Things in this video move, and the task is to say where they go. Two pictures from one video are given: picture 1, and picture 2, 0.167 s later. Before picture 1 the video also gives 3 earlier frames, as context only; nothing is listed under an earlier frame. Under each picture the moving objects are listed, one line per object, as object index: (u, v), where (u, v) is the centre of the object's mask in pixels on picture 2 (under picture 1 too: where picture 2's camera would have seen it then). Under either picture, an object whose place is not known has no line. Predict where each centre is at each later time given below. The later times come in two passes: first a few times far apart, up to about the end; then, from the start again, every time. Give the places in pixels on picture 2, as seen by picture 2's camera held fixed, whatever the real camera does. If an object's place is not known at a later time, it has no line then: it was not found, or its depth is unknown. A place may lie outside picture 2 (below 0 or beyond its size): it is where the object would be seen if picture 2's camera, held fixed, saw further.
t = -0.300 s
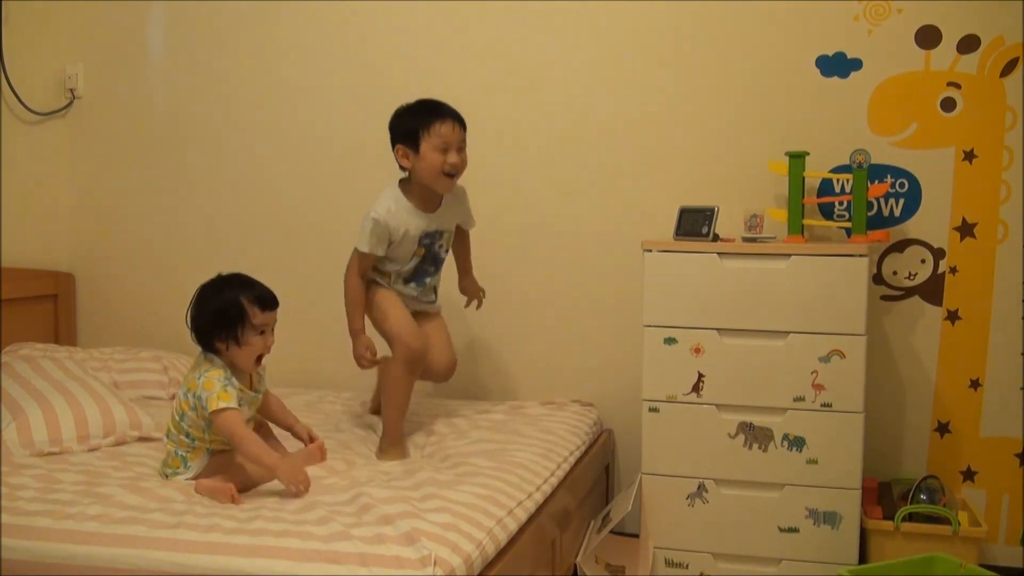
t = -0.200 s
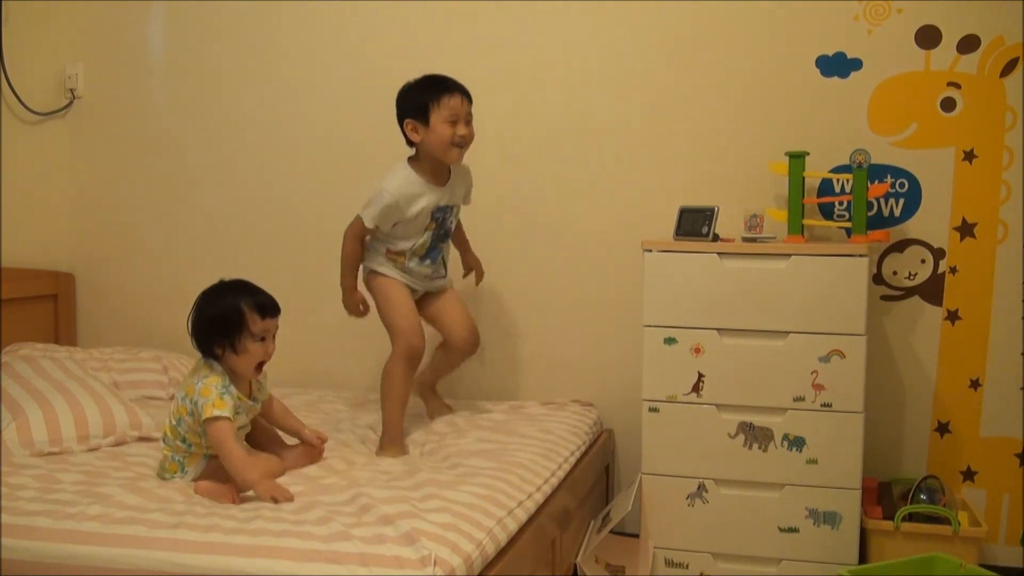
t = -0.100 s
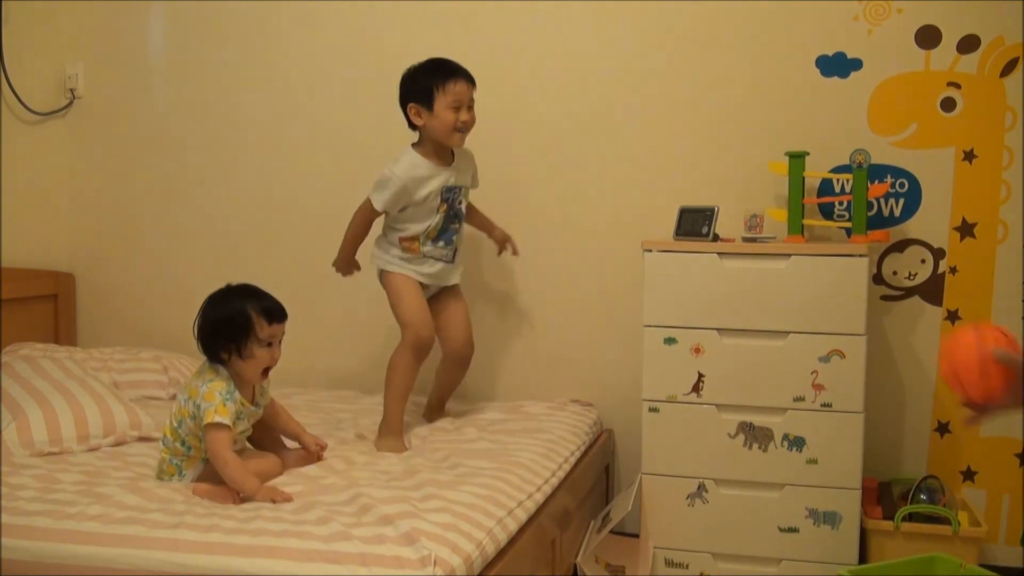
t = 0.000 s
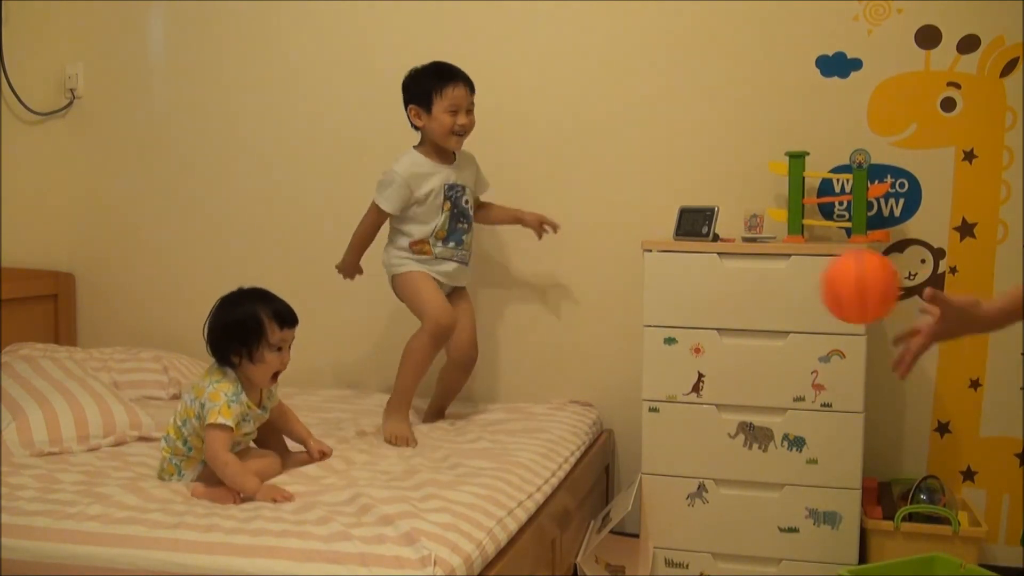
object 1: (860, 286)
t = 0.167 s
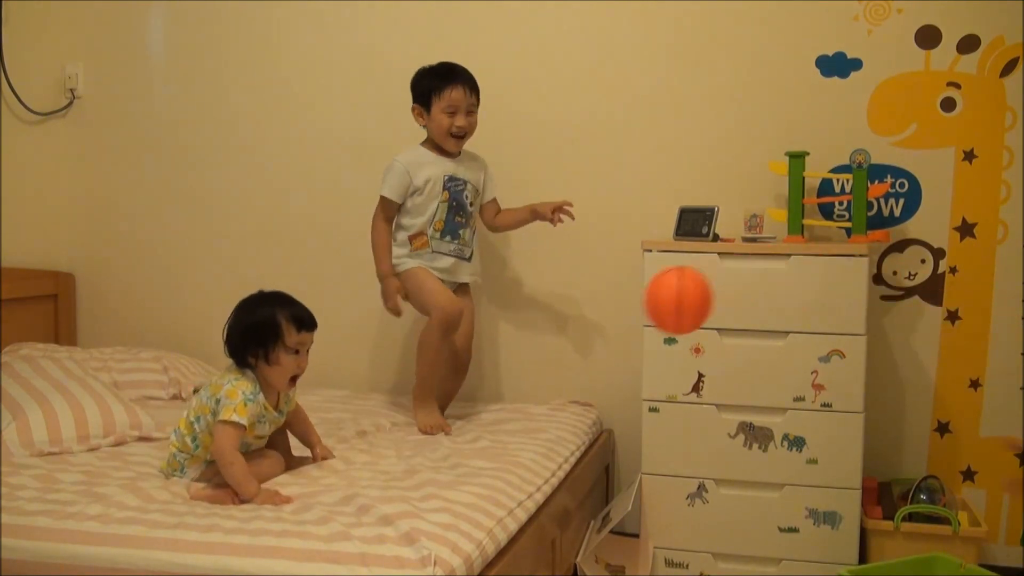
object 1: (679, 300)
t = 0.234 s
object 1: (614, 346)
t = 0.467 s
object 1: (520, 412)
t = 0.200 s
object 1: (646, 320)
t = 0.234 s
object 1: (614, 346)
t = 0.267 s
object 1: (585, 376)
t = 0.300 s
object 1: (556, 411)
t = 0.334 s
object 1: (529, 451)
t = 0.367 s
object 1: (511, 478)
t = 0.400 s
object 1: (514, 451)
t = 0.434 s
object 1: (517, 429)
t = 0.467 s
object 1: (520, 412)
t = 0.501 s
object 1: (523, 401)
